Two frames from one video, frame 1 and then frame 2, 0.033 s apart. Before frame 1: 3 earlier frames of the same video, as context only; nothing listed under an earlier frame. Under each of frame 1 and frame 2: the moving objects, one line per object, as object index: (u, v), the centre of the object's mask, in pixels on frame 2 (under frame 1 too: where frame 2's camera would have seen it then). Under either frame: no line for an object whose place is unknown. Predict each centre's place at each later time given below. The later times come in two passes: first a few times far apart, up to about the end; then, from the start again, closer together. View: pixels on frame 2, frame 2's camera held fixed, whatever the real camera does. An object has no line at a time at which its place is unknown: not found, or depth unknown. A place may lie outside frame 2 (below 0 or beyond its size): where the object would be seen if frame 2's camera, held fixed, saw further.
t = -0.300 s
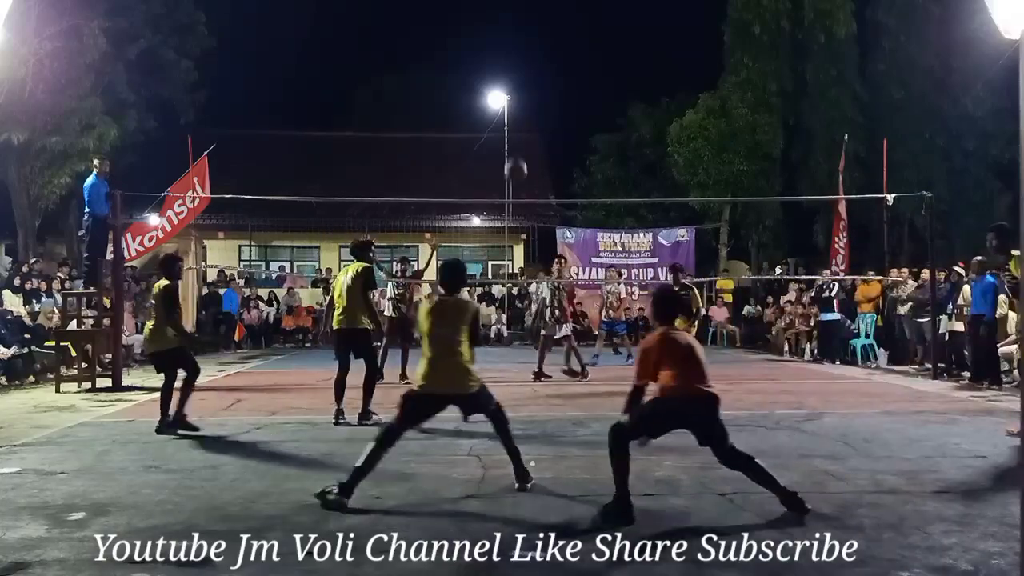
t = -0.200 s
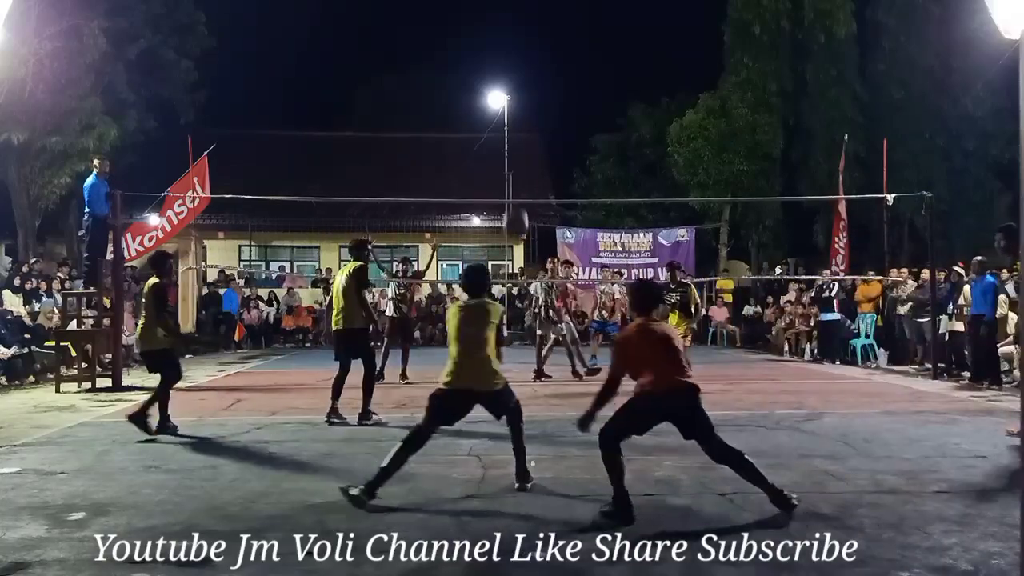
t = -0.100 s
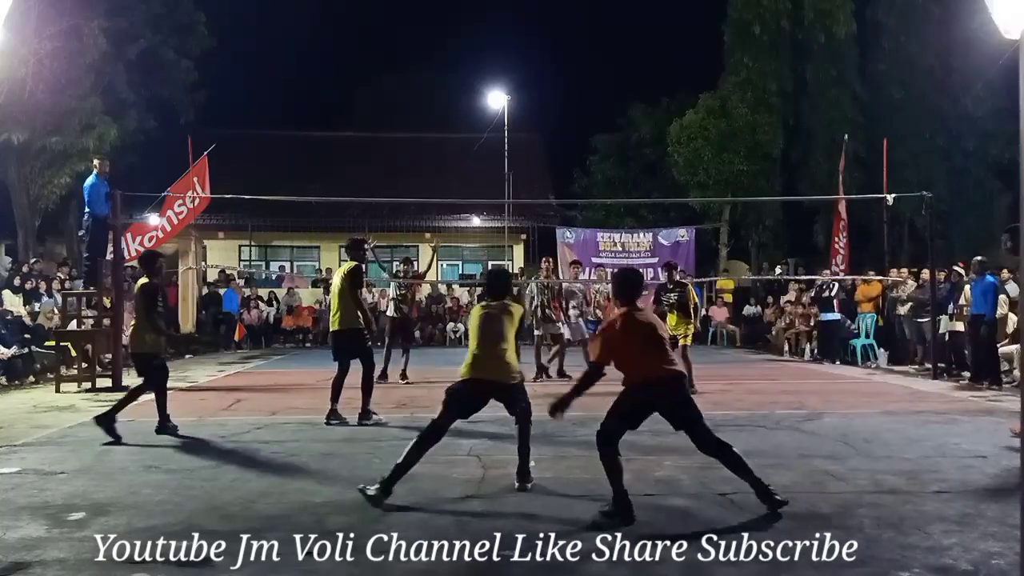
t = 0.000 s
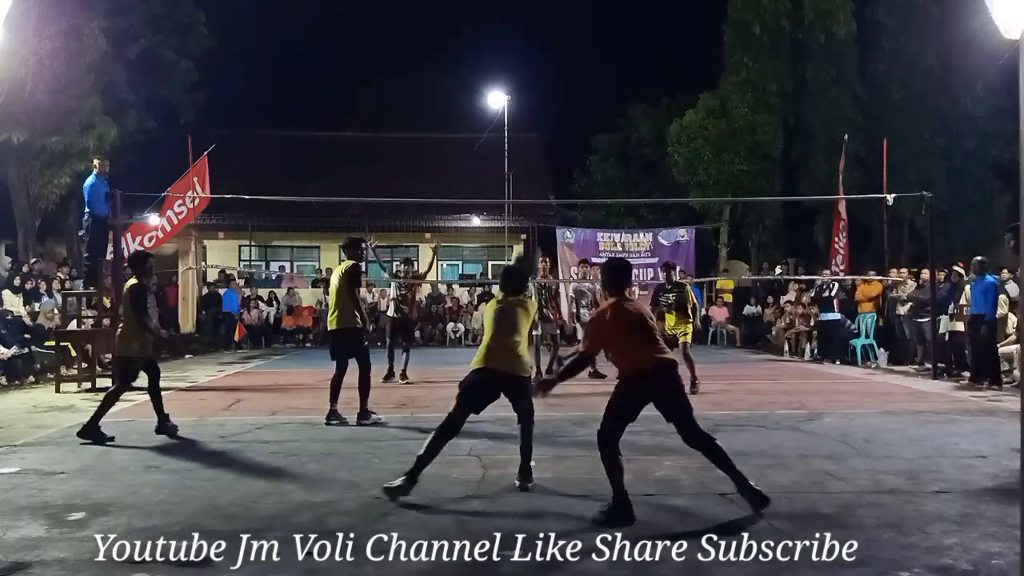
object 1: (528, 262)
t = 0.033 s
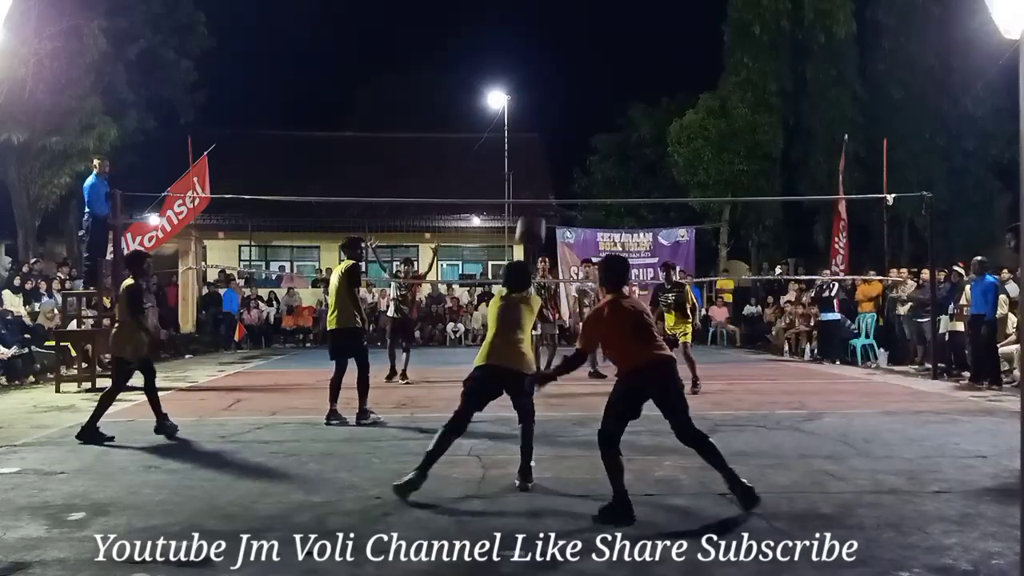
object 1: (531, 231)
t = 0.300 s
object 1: (562, 78)
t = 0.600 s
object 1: (589, 31)
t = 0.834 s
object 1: (607, 61)
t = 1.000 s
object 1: (617, 110)
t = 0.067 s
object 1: (535, 204)
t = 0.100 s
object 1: (539, 181)
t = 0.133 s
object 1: (543, 157)
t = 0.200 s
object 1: (551, 120)
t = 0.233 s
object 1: (555, 104)
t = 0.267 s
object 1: (559, 90)
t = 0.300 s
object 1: (562, 78)
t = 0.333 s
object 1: (566, 66)
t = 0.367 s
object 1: (569, 56)
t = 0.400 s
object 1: (572, 49)
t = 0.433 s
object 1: (575, 43)
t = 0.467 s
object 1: (578, 37)
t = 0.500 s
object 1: (581, 34)
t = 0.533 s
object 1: (584, 32)
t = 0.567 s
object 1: (586, 31)
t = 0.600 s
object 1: (589, 31)
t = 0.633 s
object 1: (592, 32)
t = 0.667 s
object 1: (595, 34)
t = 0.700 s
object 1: (597, 38)
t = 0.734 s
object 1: (600, 42)
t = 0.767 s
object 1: (602, 47)
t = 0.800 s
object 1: (604, 54)
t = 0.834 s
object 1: (607, 61)
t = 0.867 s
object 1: (609, 70)
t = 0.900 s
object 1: (611, 78)
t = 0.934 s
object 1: (613, 88)
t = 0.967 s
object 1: (616, 99)
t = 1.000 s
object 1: (617, 110)
